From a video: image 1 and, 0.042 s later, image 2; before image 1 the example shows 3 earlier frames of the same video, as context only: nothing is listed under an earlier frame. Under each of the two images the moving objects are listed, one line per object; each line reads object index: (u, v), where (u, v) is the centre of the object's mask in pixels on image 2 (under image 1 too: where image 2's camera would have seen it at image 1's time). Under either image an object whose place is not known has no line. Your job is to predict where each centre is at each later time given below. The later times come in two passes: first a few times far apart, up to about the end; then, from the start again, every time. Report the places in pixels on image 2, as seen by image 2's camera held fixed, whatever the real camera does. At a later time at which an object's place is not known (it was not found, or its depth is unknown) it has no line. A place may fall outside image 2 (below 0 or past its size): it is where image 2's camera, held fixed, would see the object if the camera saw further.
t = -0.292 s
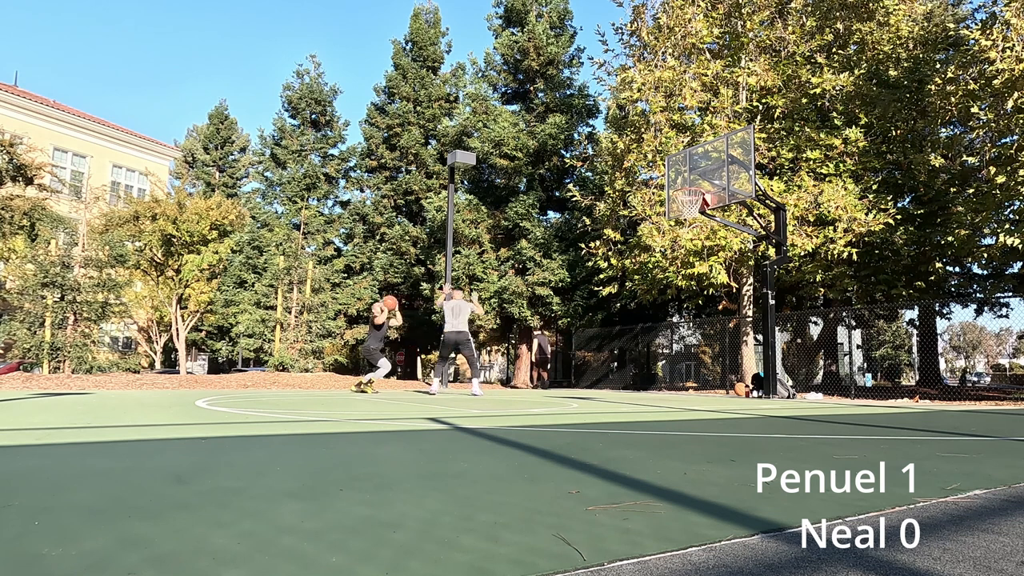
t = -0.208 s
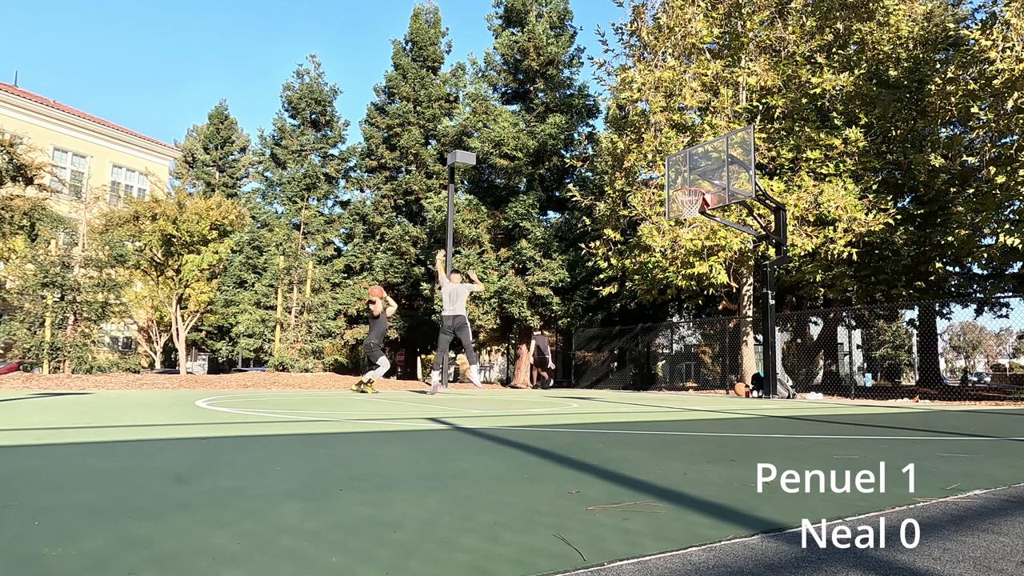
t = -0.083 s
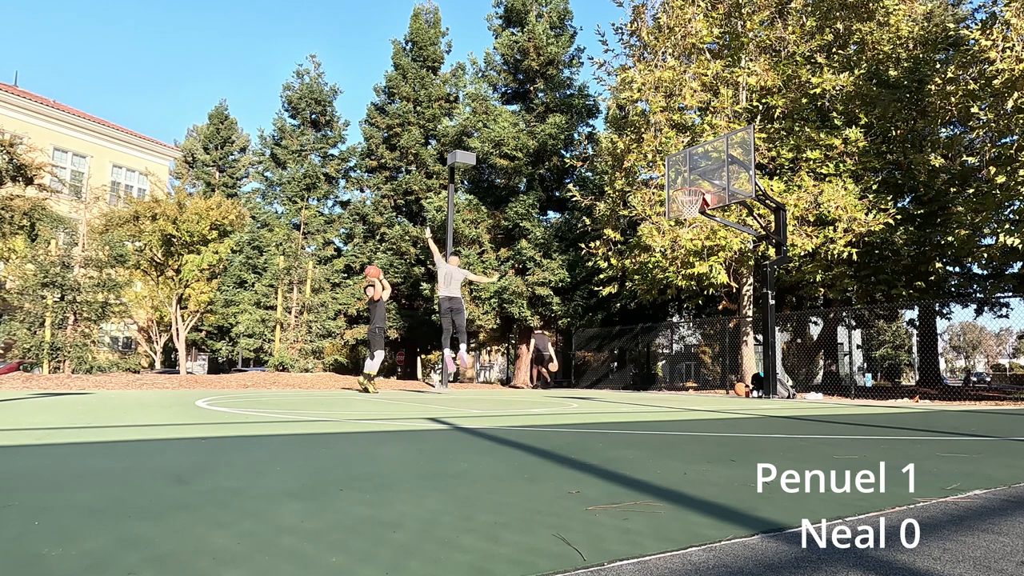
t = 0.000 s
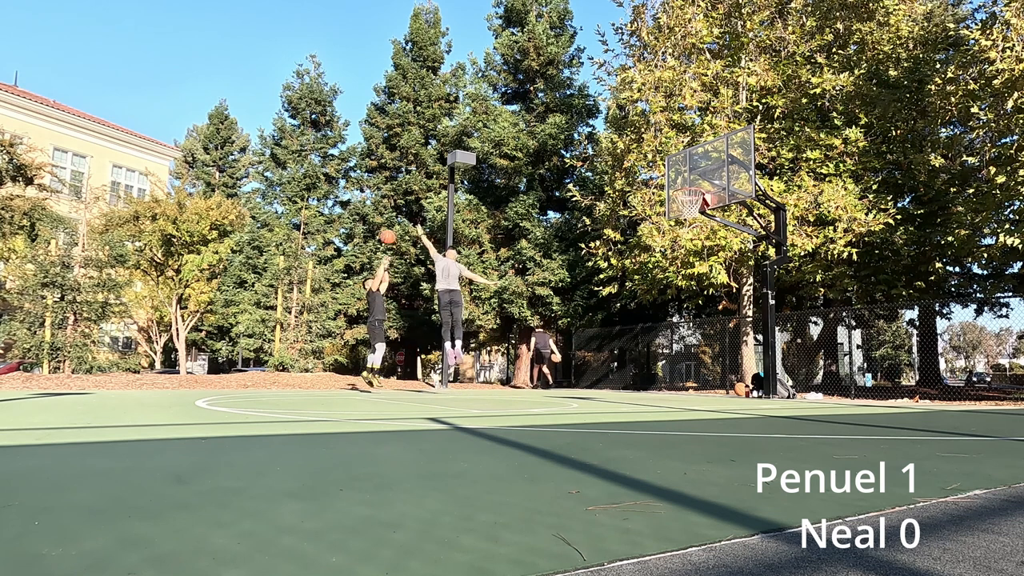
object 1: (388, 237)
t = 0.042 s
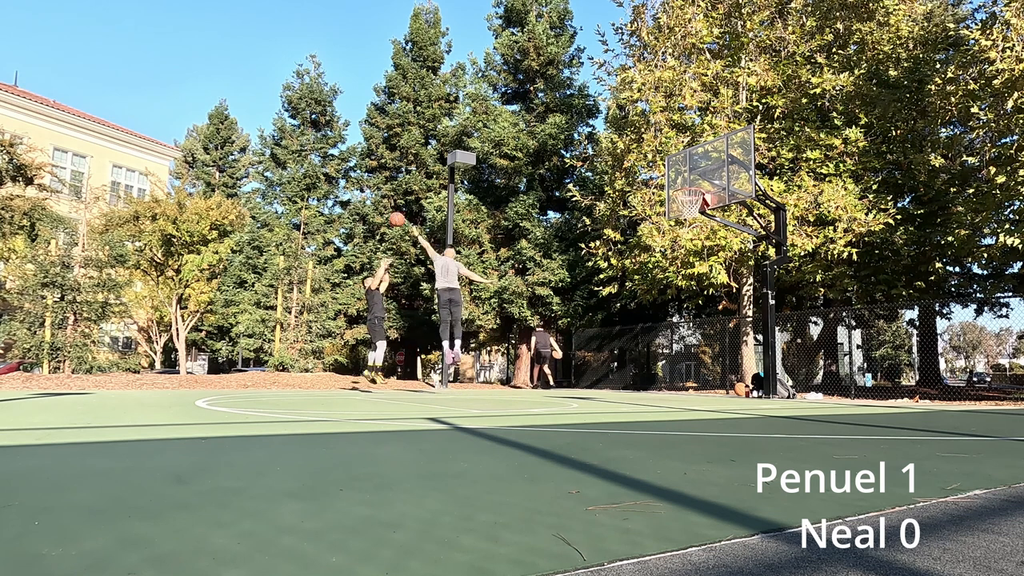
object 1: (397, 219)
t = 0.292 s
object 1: (452, 134)
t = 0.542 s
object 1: (506, 85)
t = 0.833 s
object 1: (569, 73)
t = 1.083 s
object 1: (623, 104)
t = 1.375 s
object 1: (687, 188)
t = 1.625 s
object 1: (691, 186)
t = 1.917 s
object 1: (715, 188)
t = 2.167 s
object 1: (732, 220)
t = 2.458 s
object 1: (755, 320)
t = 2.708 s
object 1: (767, 349)
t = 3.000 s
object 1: (771, 266)
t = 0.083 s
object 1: (406, 202)
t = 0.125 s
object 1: (415, 187)
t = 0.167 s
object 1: (425, 172)
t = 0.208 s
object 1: (434, 158)
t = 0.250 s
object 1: (443, 145)
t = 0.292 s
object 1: (452, 134)
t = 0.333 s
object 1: (461, 123)
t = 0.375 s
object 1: (470, 114)
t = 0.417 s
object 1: (479, 105)
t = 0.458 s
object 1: (488, 97)
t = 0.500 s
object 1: (497, 91)
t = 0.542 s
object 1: (506, 85)
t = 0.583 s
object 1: (515, 80)
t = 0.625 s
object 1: (524, 77)
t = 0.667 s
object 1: (533, 74)
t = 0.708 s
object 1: (542, 72)
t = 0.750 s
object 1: (551, 72)
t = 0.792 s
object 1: (560, 72)
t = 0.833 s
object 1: (569, 73)
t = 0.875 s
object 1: (578, 75)
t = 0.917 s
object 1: (587, 79)
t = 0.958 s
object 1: (596, 84)
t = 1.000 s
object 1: (605, 89)
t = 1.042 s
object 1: (613, 95)
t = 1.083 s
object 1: (623, 104)
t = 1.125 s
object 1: (632, 112)
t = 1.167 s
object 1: (641, 121)
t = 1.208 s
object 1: (650, 133)
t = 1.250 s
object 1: (659, 145)
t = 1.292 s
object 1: (669, 159)
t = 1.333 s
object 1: (678, 173)
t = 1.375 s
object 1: (687, 188)
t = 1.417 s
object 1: (692, 189)
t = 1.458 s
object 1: (692, 190)
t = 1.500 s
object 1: (682, 190)
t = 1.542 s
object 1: (683, 190)
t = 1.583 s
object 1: (686, 190)
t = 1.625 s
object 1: (691, 186)
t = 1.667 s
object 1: (695, 183)
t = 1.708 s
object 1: (699, 182)
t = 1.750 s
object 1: (703, 183)
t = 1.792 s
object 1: (707, 184)
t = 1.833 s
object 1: (710, 186)
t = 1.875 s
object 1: (712, 186)
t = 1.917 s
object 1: (715, 188)
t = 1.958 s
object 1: (718, 190)
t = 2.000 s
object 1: (720, 194)
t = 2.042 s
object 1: (723, 198)
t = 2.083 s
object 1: (726, 204)
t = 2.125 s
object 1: (729, 212)
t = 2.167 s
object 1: (732, 220)
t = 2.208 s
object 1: (734, 231)
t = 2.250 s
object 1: (738, 242)
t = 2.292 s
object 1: (741, 255)
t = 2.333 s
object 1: (745, 269)
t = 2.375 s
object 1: (748, 284)
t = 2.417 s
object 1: (751, 301)
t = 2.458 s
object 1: (755, 320)
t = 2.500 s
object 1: (758, 340)
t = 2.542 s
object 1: (762, 362)
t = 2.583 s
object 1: (765, 386)
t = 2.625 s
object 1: (767, 385)
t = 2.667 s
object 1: (767, 367)
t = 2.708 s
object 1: (767, 349)
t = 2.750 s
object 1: (768, 333)
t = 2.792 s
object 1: (769, 319)
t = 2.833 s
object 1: (769, 306)
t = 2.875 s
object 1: (770, 294)
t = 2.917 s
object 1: (770, 283)
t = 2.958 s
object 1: (771, 274)
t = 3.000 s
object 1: (771, 266)
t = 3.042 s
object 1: (772, 259)
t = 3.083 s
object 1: (773, 253)
